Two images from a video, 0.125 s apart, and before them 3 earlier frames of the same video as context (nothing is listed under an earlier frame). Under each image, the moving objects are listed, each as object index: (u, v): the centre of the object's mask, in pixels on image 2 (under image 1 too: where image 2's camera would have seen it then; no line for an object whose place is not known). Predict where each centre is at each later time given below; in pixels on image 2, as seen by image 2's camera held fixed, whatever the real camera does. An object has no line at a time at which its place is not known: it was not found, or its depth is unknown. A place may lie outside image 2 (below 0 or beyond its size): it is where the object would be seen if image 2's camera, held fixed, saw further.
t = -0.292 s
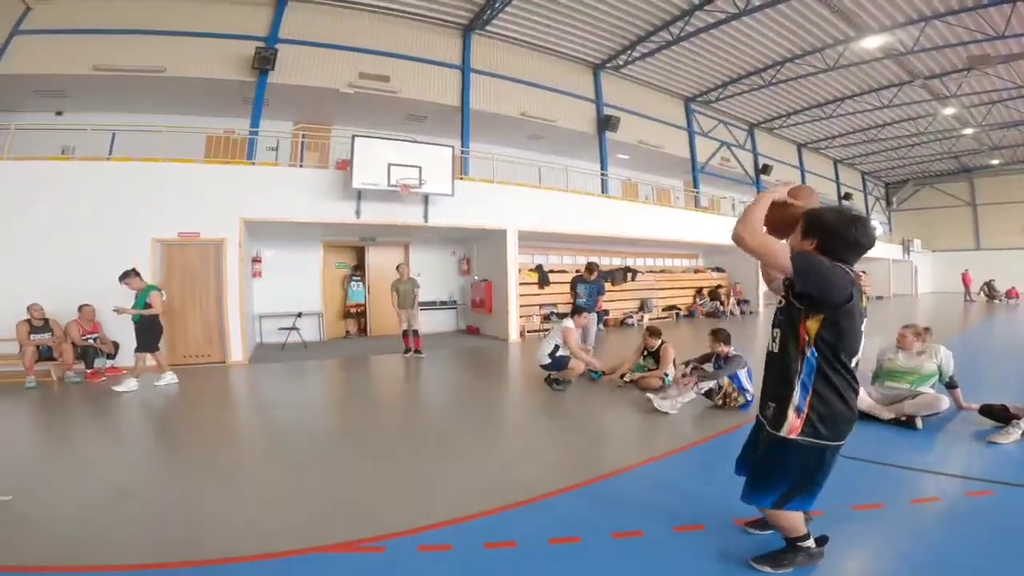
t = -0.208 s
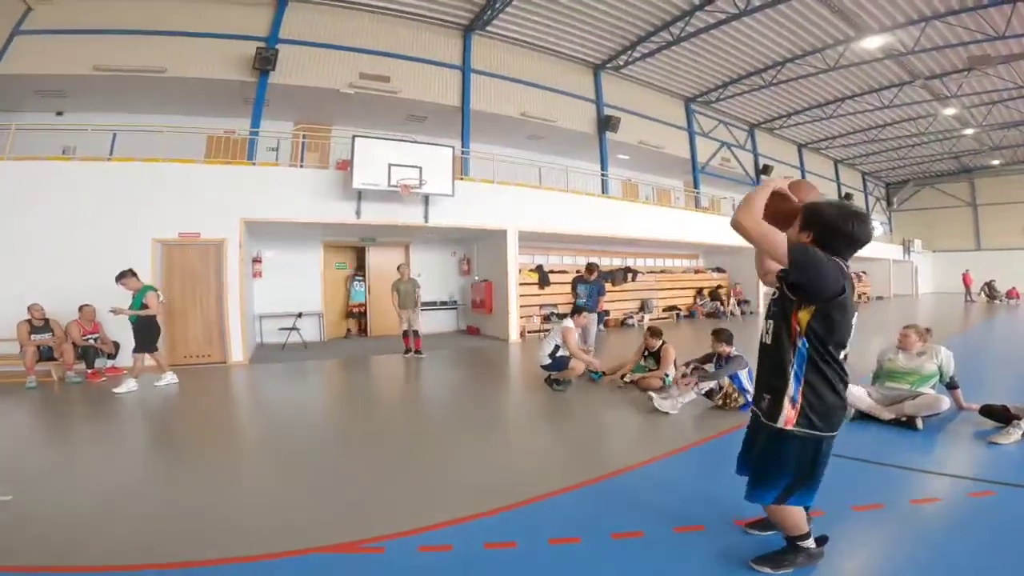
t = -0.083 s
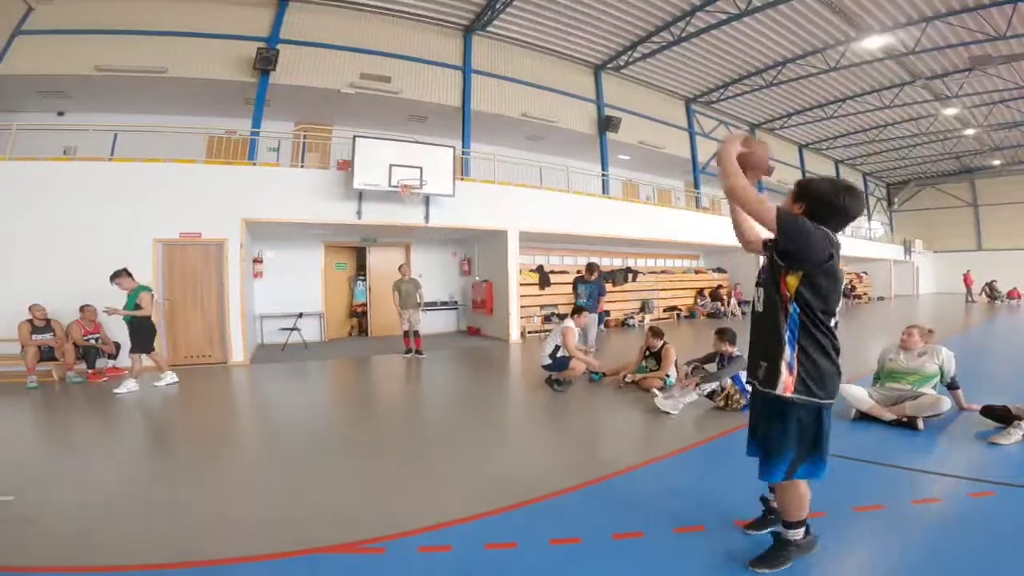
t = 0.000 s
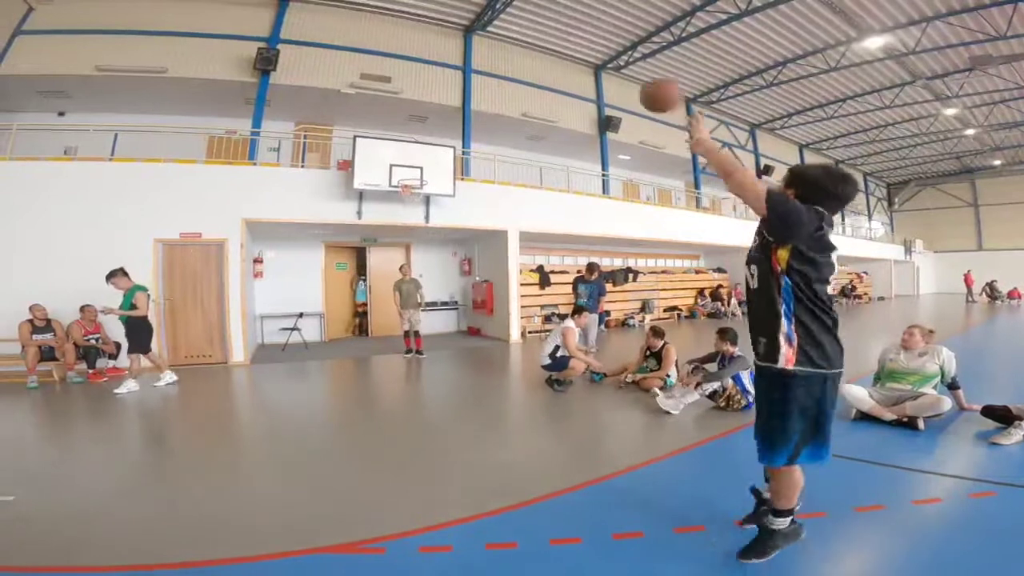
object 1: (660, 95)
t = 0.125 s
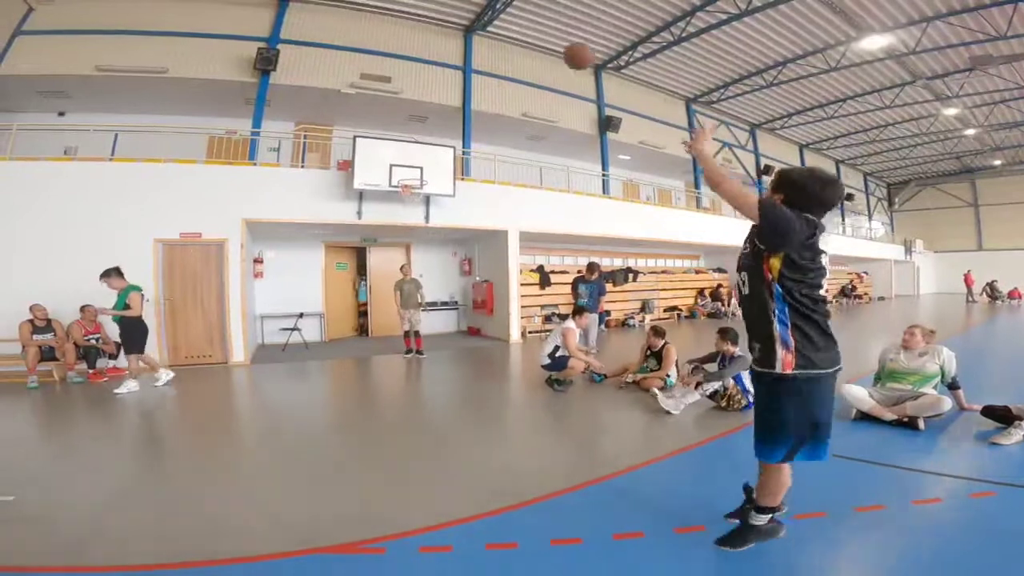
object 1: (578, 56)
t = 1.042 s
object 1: (403, 179)
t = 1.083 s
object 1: (409, 170)
